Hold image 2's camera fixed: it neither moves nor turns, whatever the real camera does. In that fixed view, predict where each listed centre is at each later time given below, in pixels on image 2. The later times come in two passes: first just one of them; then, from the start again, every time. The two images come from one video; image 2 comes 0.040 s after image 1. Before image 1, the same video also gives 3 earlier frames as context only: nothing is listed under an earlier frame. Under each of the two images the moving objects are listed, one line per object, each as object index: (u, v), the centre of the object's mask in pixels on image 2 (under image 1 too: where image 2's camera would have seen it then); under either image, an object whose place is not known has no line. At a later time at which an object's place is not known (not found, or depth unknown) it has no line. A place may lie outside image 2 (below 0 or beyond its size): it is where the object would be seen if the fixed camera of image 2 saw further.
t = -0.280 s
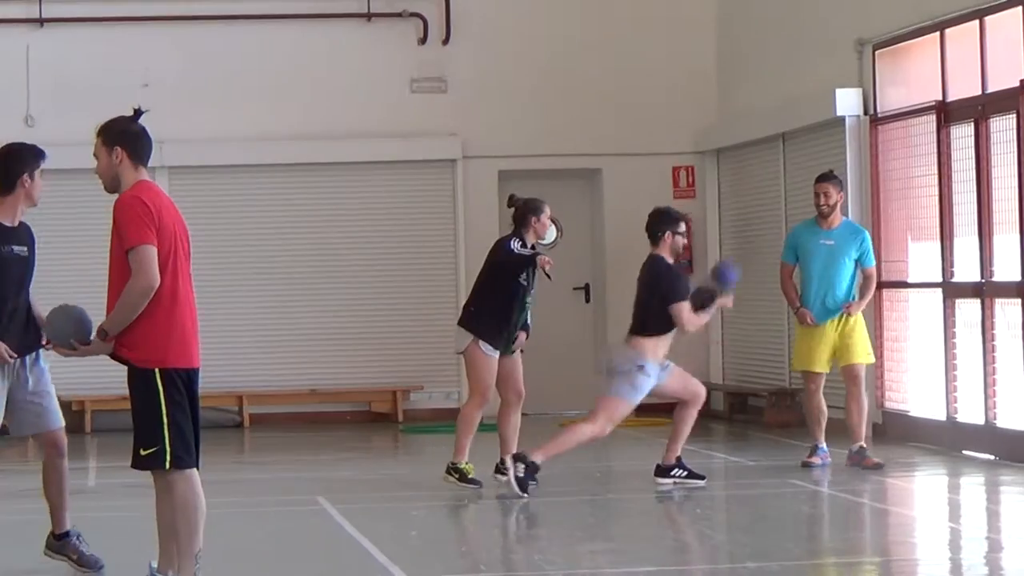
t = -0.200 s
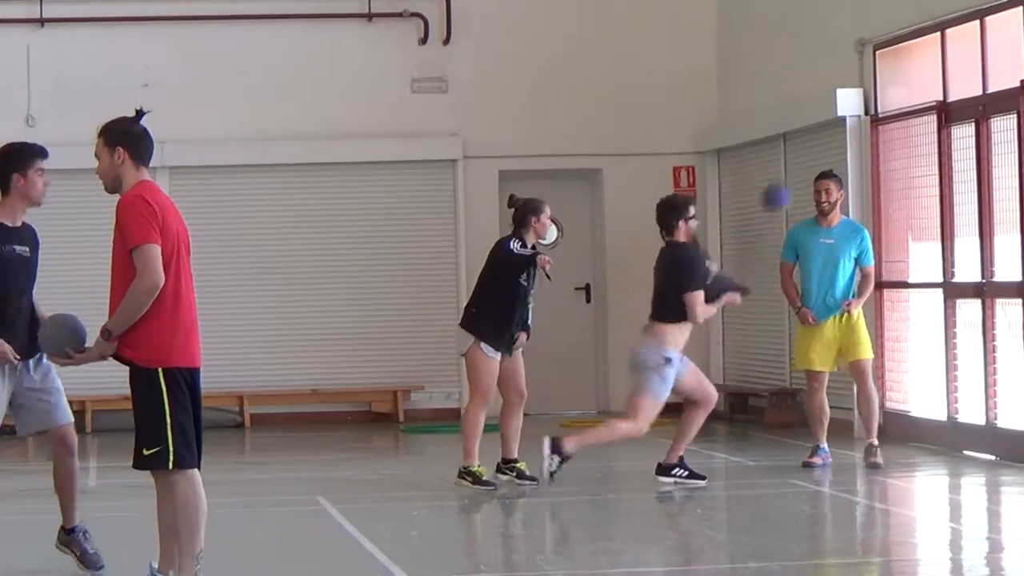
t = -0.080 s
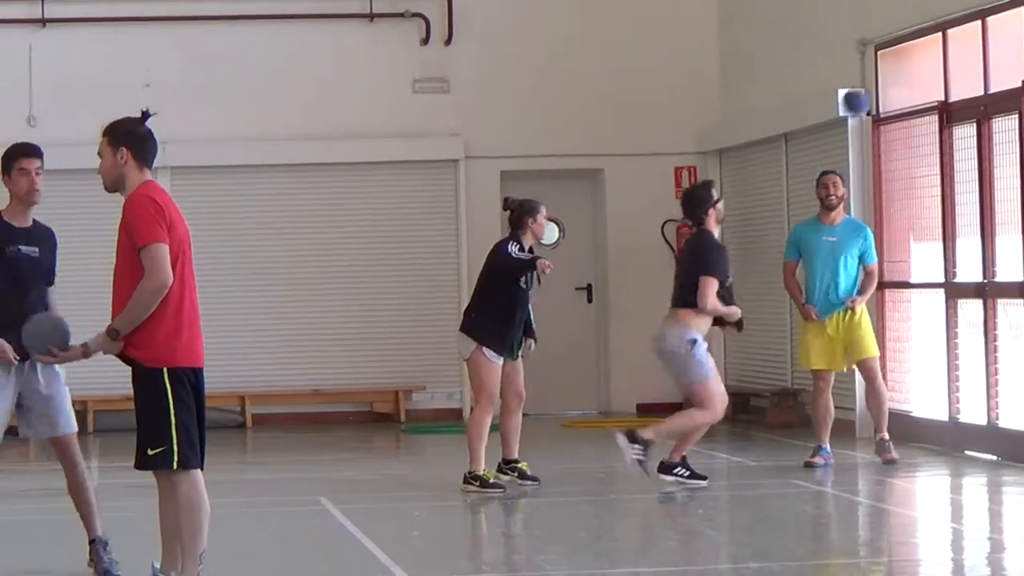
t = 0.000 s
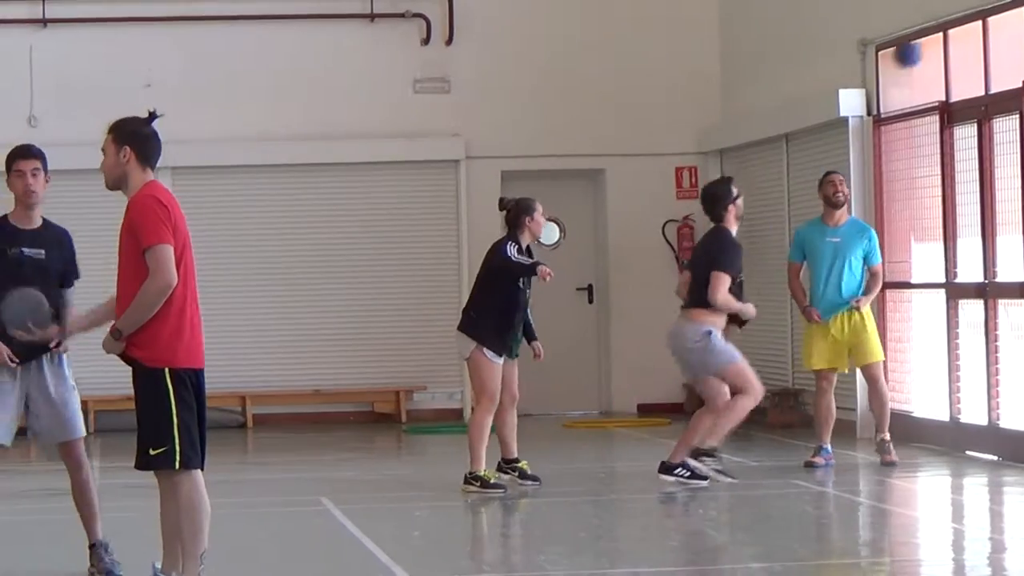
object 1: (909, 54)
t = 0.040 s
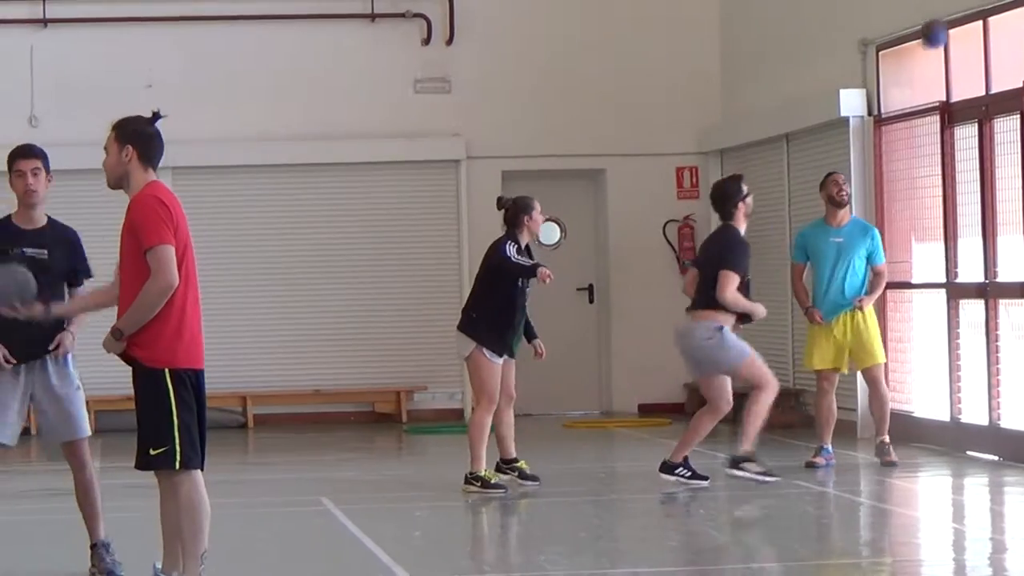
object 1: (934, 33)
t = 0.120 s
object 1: (985, 8)
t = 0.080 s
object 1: (959, 16)
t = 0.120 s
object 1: (985, 8)
